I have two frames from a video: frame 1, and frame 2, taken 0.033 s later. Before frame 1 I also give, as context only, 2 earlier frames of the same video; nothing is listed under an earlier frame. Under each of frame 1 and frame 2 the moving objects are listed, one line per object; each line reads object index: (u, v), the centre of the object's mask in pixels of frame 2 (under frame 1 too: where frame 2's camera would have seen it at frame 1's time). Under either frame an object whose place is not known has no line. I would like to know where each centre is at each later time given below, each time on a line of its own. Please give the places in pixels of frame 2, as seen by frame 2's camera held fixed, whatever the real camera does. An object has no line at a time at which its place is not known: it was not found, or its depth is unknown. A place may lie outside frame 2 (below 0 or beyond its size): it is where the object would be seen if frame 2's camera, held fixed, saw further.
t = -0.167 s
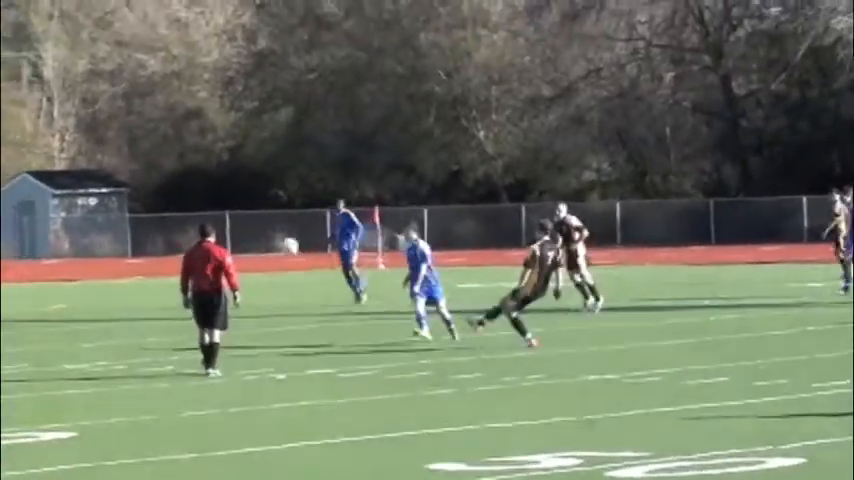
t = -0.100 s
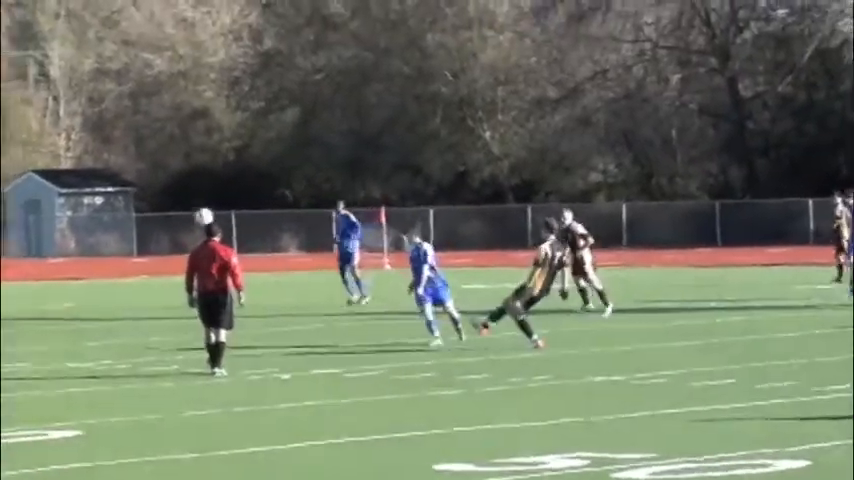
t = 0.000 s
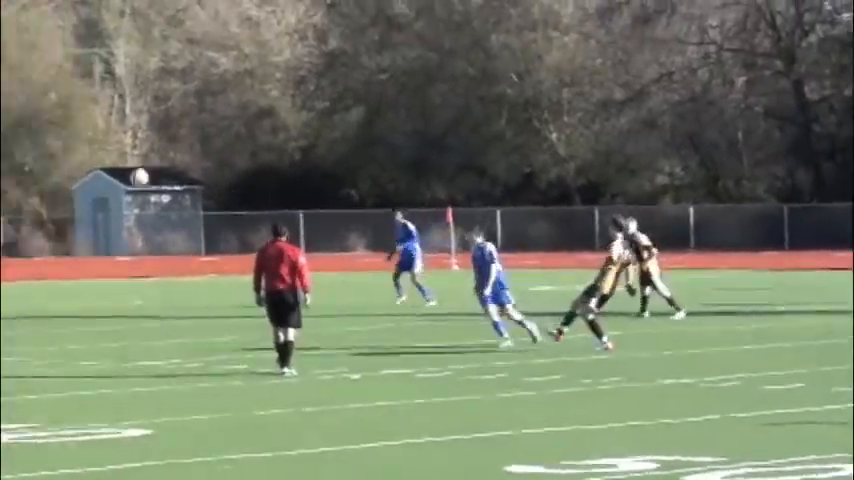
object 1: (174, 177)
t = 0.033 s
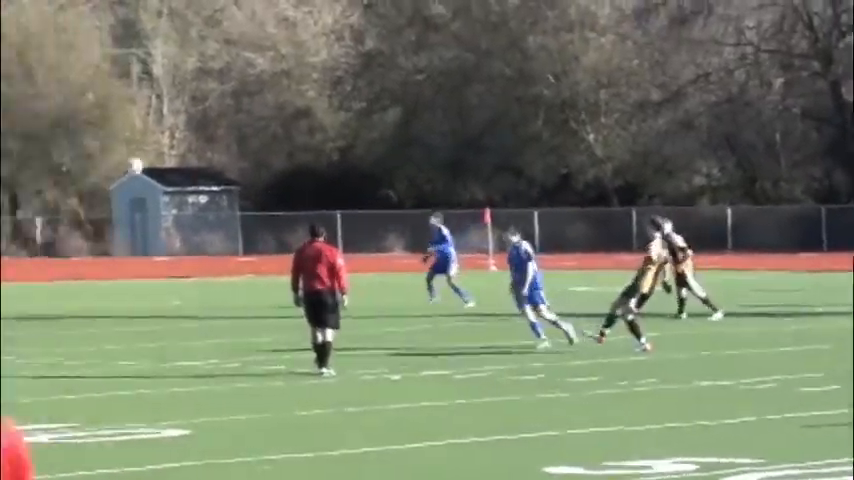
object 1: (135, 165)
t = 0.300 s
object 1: (-206, 93)
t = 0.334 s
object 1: (-247, 87)
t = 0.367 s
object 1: (-291, 81)
